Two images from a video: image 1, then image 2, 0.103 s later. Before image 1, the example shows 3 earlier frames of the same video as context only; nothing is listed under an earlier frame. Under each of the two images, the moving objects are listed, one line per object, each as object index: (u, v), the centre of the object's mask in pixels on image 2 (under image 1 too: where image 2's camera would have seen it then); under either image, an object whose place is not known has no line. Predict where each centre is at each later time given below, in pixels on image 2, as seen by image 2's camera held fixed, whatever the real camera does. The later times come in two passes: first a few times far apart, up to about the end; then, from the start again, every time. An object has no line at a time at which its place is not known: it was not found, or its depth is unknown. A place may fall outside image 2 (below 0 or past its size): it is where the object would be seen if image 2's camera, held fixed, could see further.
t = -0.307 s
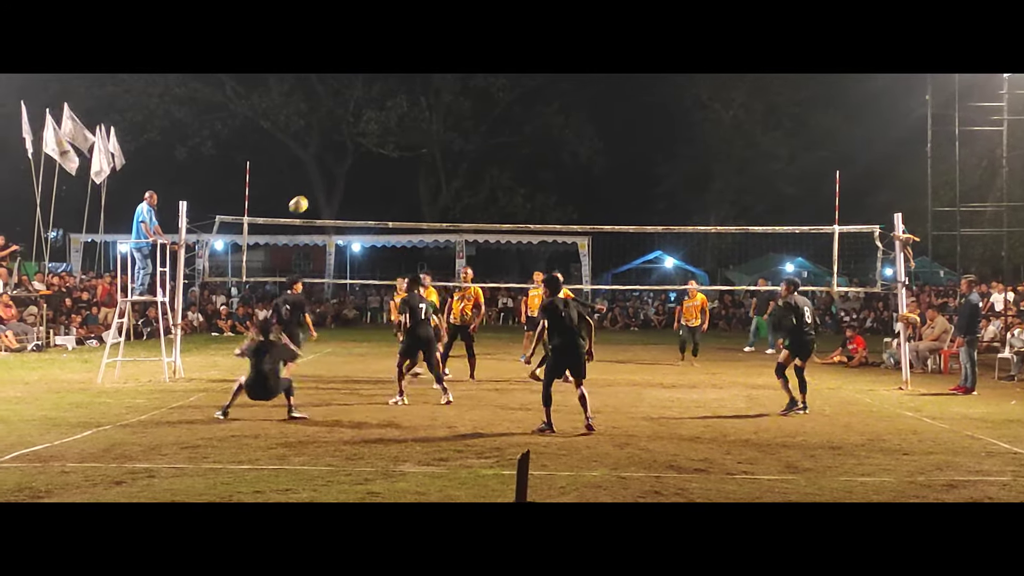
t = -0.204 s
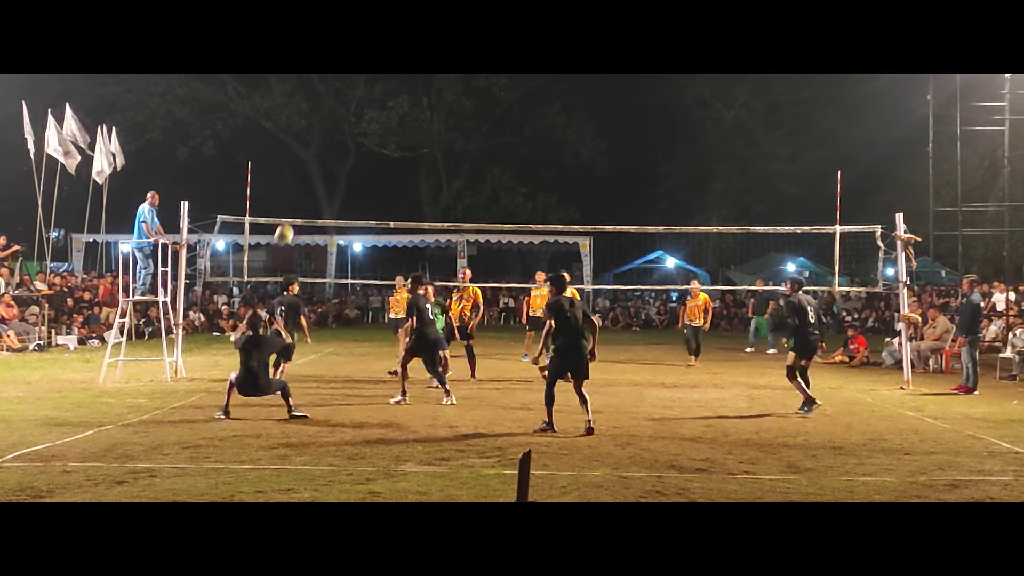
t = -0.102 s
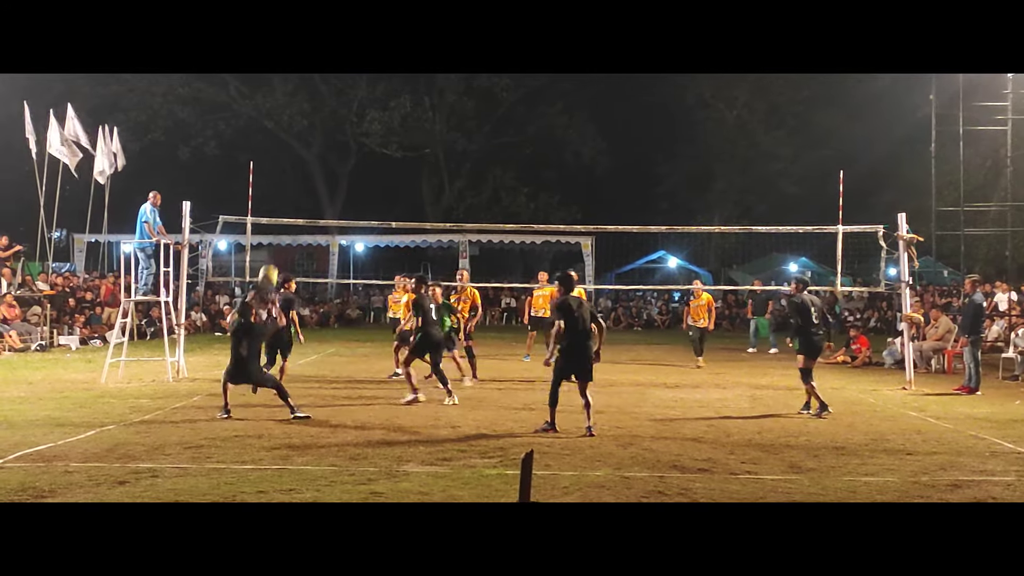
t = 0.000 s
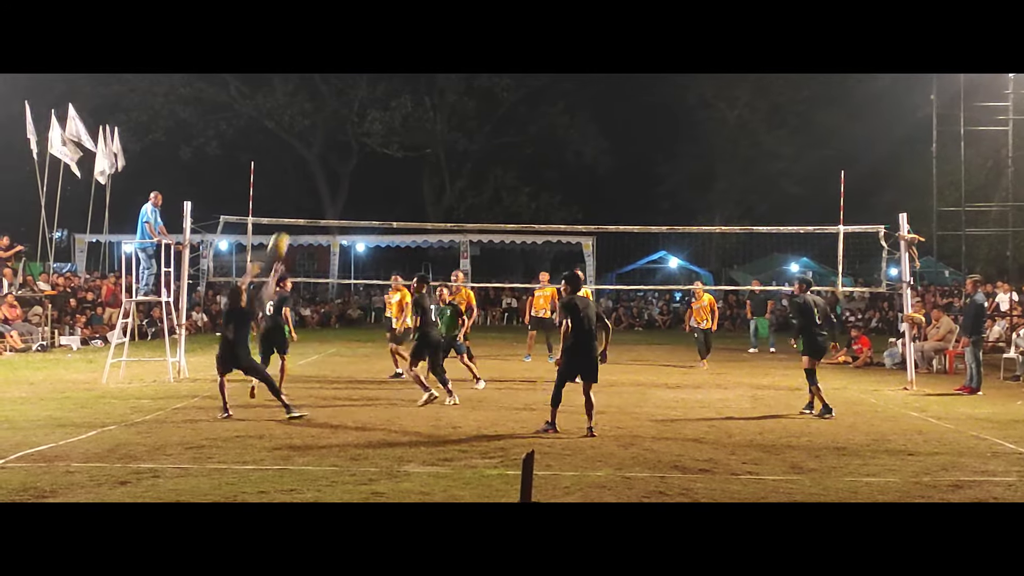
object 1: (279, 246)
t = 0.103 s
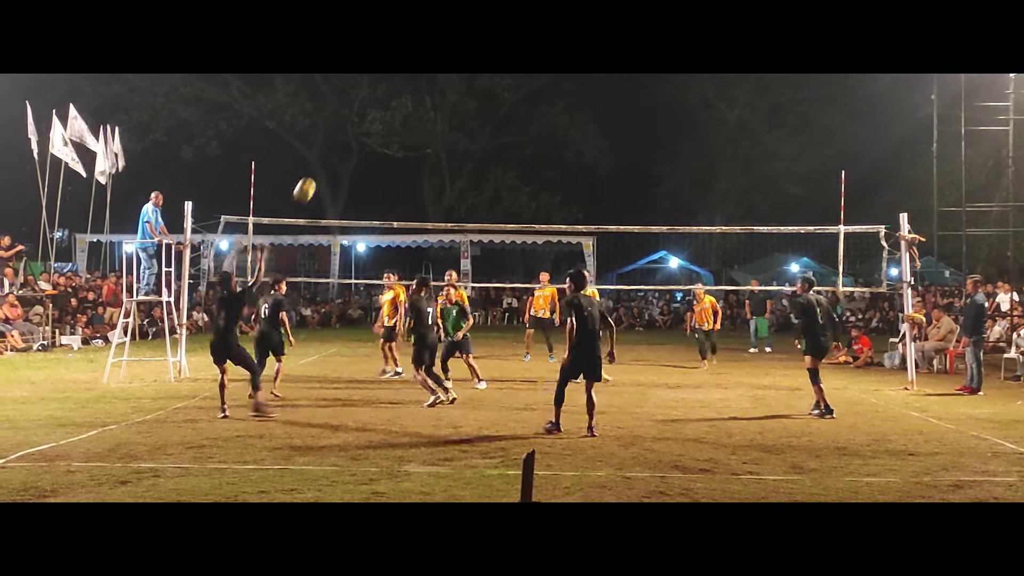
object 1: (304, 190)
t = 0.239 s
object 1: (336, 133)
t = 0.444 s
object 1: (380, 82)
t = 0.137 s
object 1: (313, 174)
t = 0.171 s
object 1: (321, 159)
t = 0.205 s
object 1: (329, 146)
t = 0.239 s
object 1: (336, 133)
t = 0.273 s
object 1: (344, 122)
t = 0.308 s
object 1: (351, 112)
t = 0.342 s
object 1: (359, 102)
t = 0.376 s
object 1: (366, 95)
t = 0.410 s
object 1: (373, 88)
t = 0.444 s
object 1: (380, 82)
